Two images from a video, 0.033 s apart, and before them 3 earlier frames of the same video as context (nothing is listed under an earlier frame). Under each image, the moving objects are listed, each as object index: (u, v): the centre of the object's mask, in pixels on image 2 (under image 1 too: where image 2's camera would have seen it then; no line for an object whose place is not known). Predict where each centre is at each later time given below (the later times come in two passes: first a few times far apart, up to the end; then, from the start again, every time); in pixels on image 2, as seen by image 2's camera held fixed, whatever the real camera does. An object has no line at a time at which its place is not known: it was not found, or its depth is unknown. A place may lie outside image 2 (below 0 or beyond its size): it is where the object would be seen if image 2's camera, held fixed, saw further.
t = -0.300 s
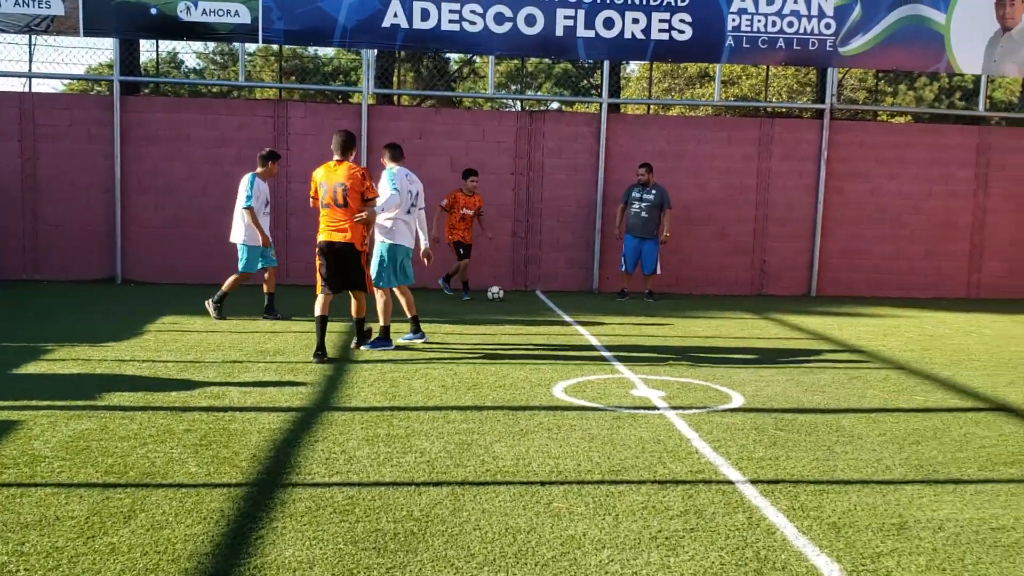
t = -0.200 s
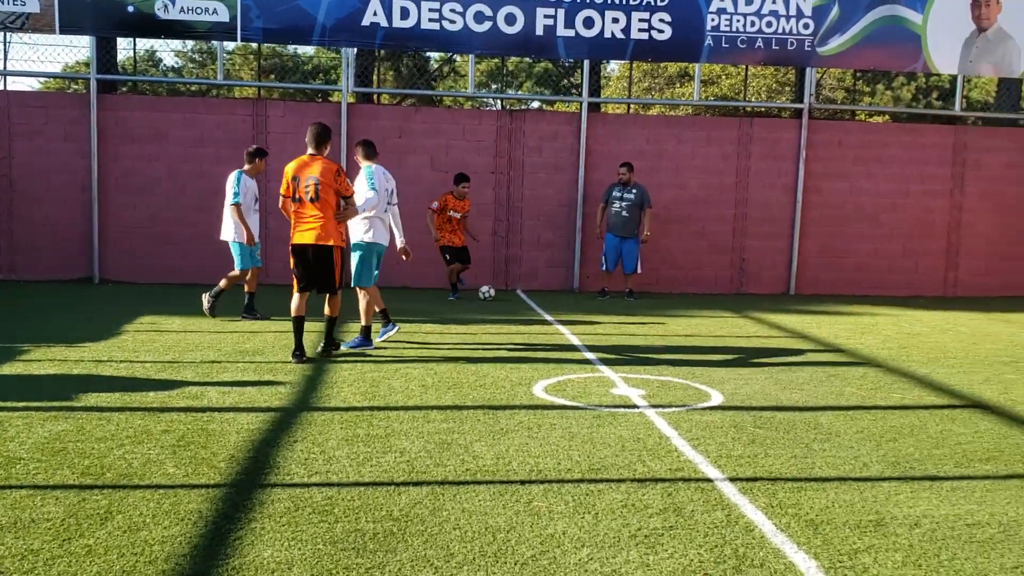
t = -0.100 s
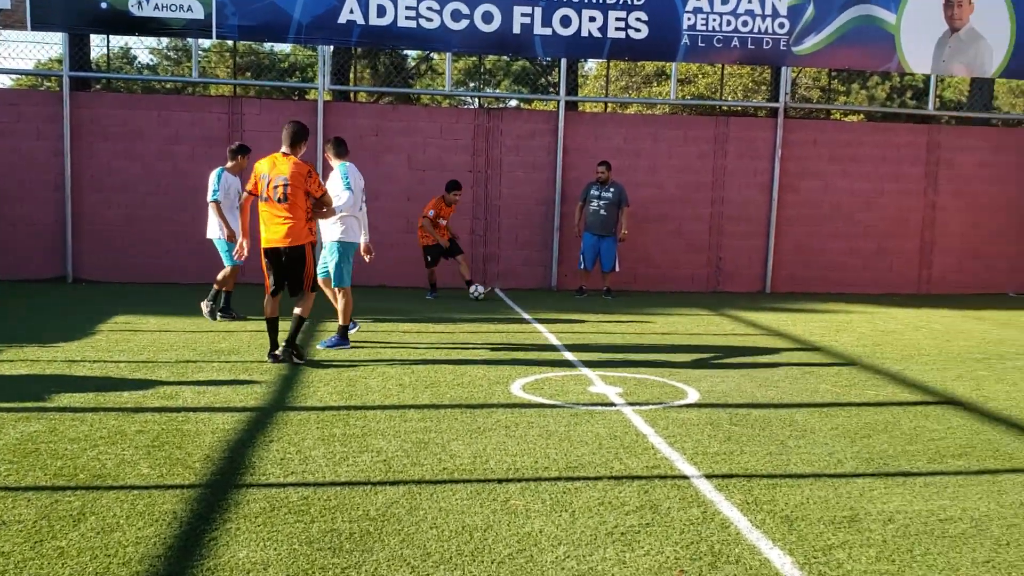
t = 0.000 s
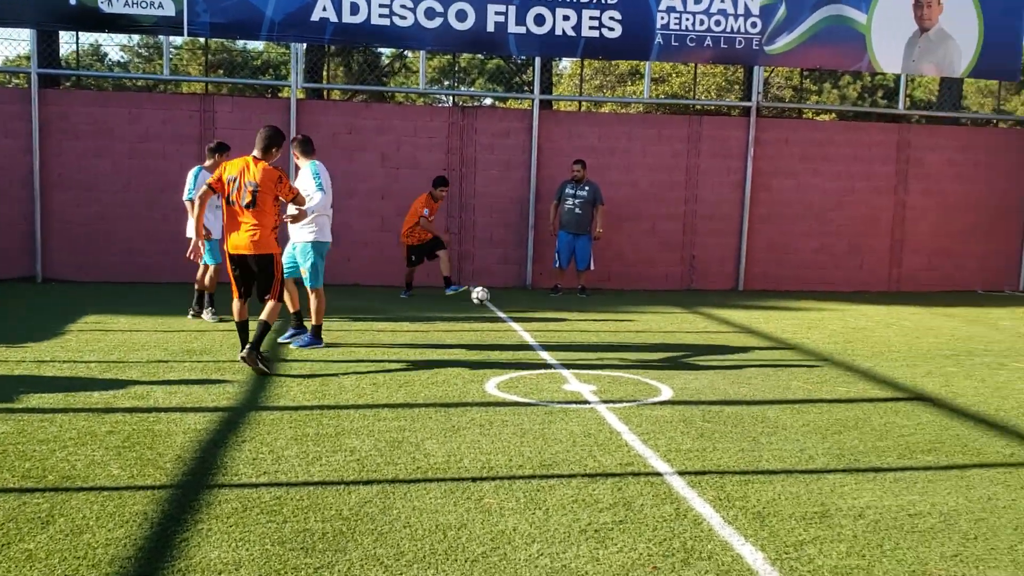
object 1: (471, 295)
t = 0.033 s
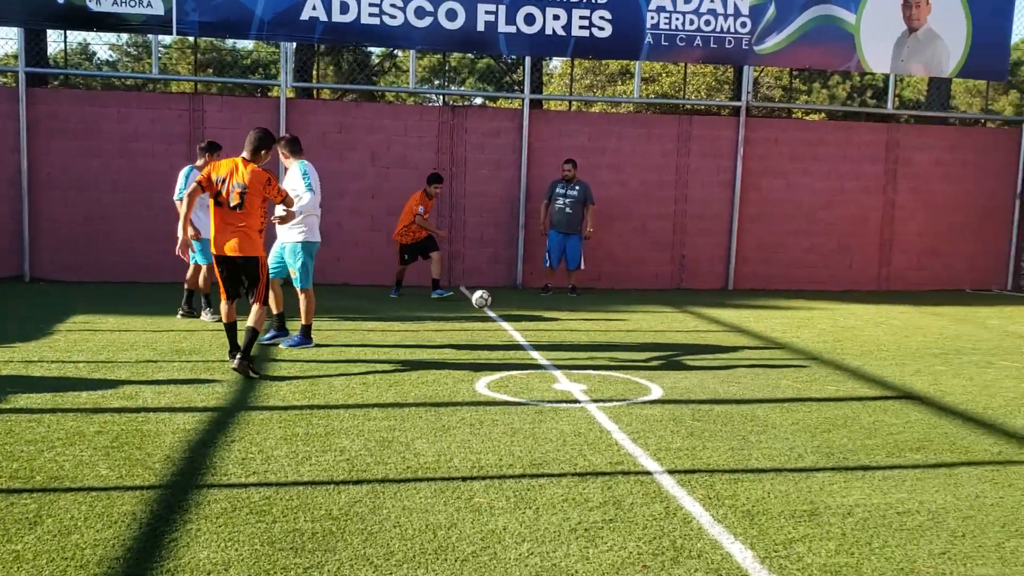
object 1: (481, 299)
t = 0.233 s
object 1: (555, 332)
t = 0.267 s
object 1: (569, 337)
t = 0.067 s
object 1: (493, 304)
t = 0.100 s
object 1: (504, 311)
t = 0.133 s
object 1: (517, 320)
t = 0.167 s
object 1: (529, 323)
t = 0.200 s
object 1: (541, 327)
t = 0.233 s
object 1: (555, 332)
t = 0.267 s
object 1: (569, 337)
